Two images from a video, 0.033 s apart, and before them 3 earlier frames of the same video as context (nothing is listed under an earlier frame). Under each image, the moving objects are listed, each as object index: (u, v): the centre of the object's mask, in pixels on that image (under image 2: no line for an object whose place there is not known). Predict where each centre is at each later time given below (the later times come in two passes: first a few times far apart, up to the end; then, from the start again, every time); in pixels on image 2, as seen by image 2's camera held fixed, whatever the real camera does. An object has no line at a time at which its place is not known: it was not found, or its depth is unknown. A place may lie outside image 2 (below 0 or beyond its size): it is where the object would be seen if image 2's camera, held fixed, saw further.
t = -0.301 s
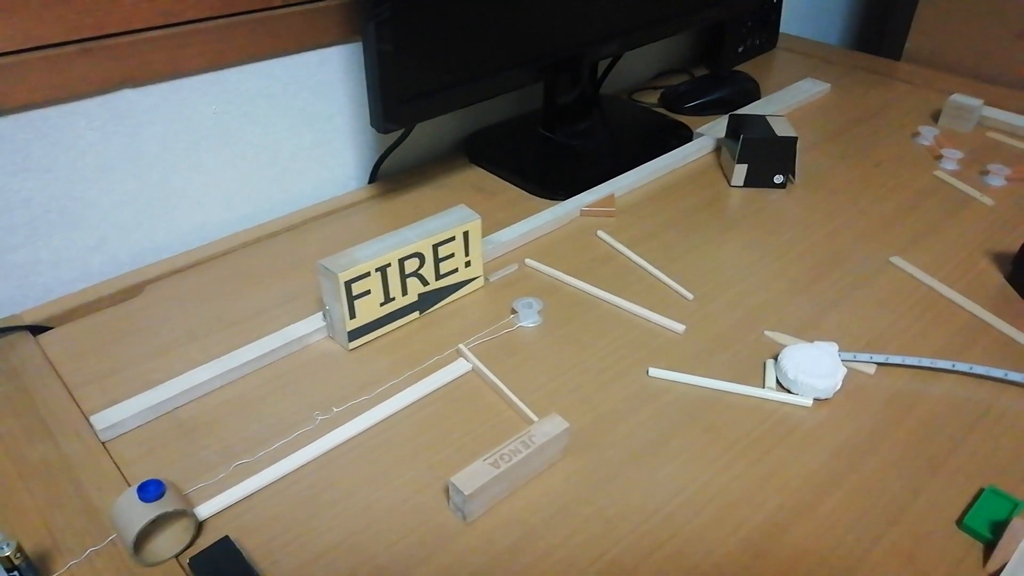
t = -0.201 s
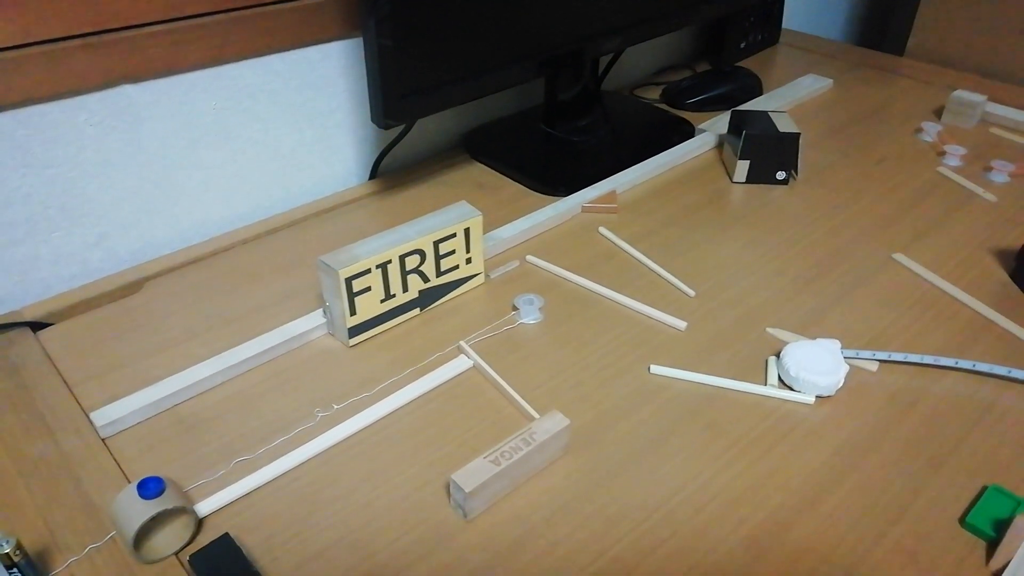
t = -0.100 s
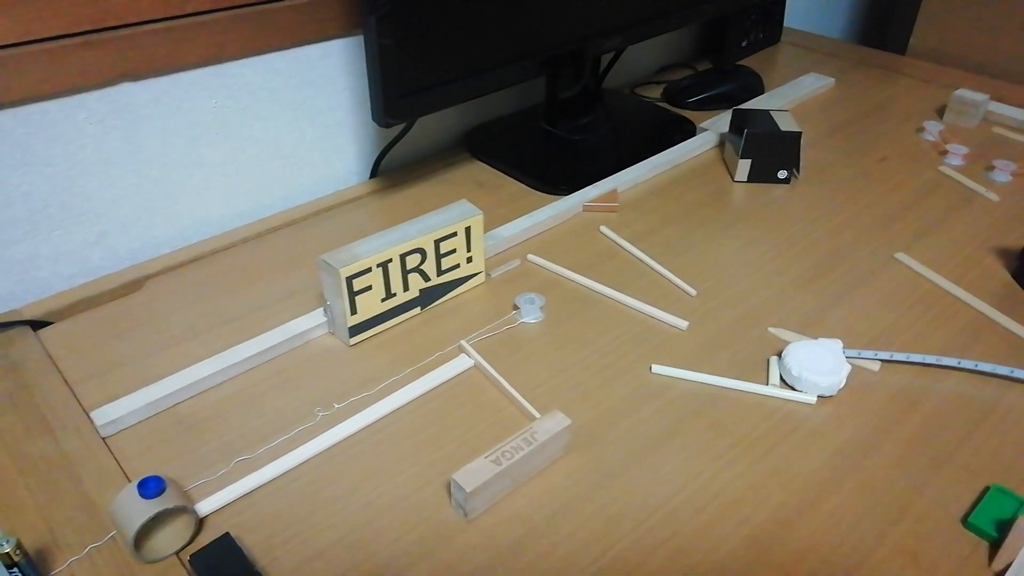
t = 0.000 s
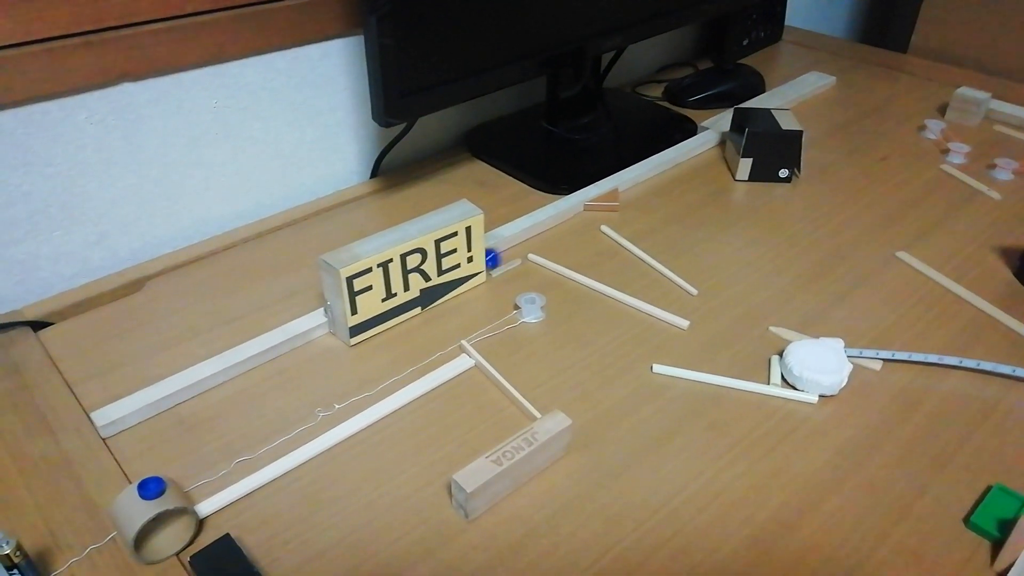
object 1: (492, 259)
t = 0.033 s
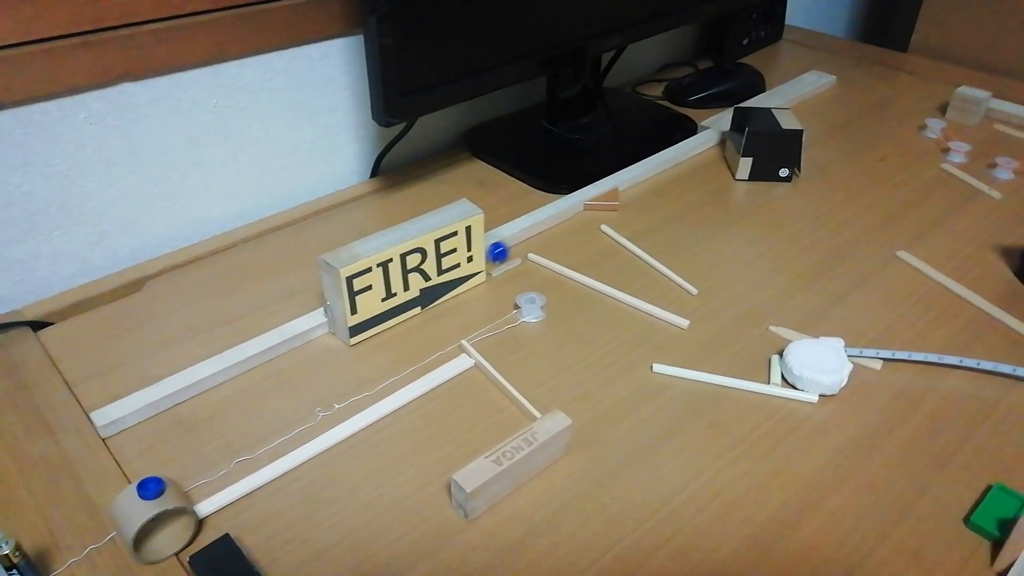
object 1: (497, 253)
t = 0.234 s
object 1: (552, 227)
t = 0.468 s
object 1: (601, 209)
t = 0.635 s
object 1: (630, 209)
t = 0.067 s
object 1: (508, 248)
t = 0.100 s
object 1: (518, 243)
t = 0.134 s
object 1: (526, 239)
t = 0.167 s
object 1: (535, 235)
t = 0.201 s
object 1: (544, 231)
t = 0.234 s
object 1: (552, 227)
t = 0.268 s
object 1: (560, 224)
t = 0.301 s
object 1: (567, 220)
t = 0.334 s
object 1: (574, 216)
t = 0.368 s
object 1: (581, 213)
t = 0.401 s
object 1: (588, 209)
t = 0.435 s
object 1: (594, 208)
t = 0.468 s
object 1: (601, 209)
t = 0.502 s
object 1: (607, 209)
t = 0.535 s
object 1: (613, 208)
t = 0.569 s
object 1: (619, 208)
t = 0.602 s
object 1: (625, 209)
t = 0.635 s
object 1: (630, 209)
